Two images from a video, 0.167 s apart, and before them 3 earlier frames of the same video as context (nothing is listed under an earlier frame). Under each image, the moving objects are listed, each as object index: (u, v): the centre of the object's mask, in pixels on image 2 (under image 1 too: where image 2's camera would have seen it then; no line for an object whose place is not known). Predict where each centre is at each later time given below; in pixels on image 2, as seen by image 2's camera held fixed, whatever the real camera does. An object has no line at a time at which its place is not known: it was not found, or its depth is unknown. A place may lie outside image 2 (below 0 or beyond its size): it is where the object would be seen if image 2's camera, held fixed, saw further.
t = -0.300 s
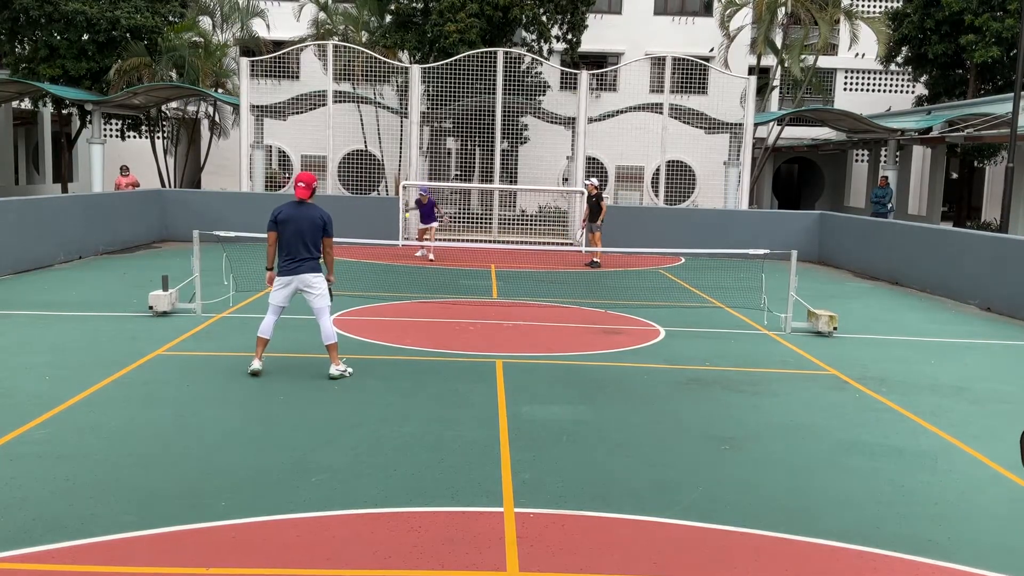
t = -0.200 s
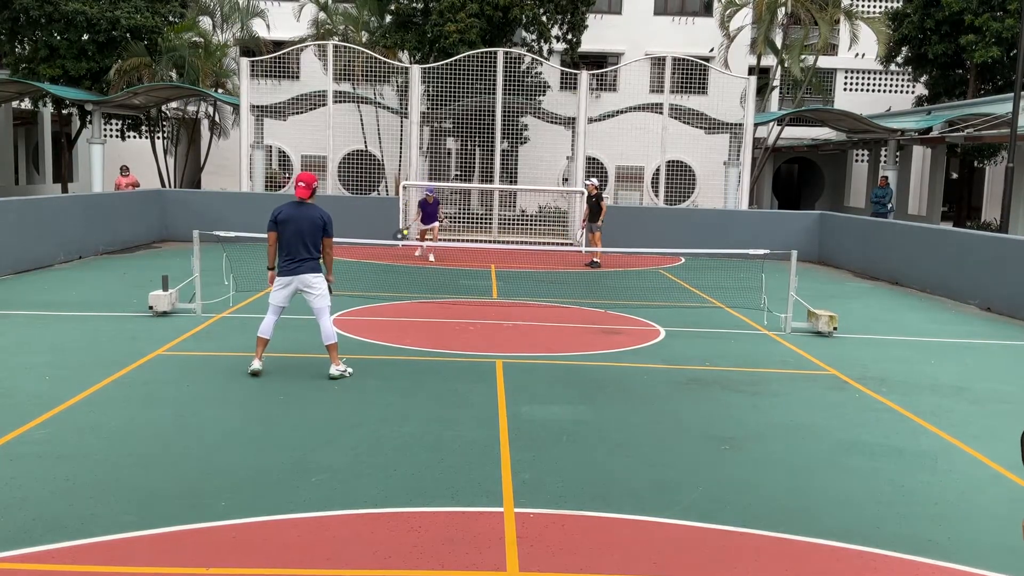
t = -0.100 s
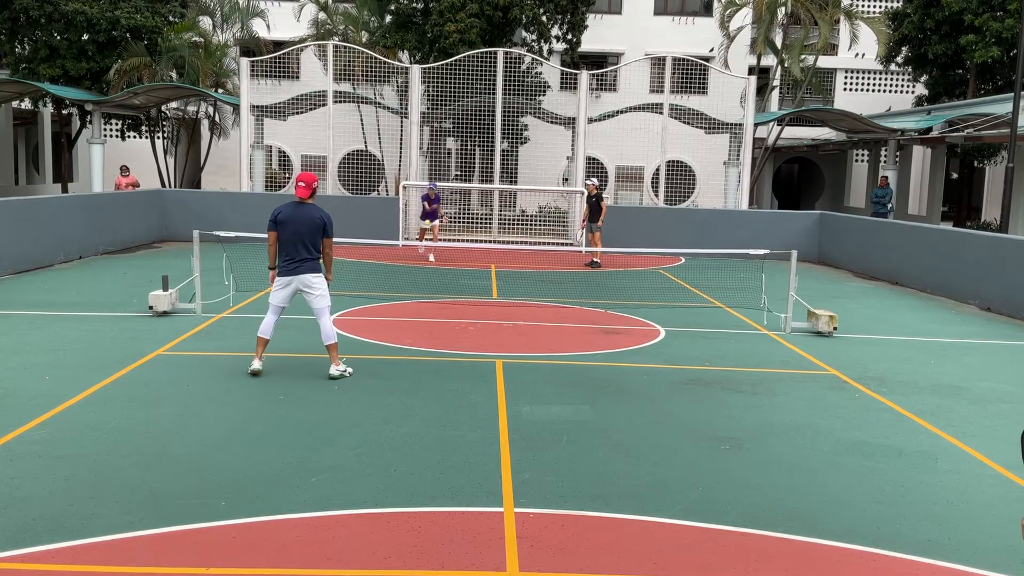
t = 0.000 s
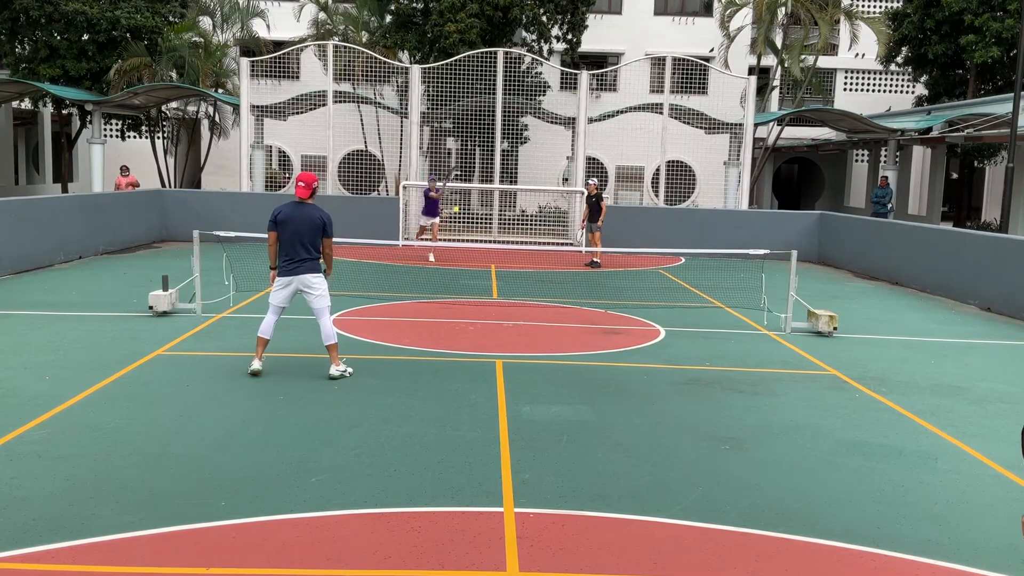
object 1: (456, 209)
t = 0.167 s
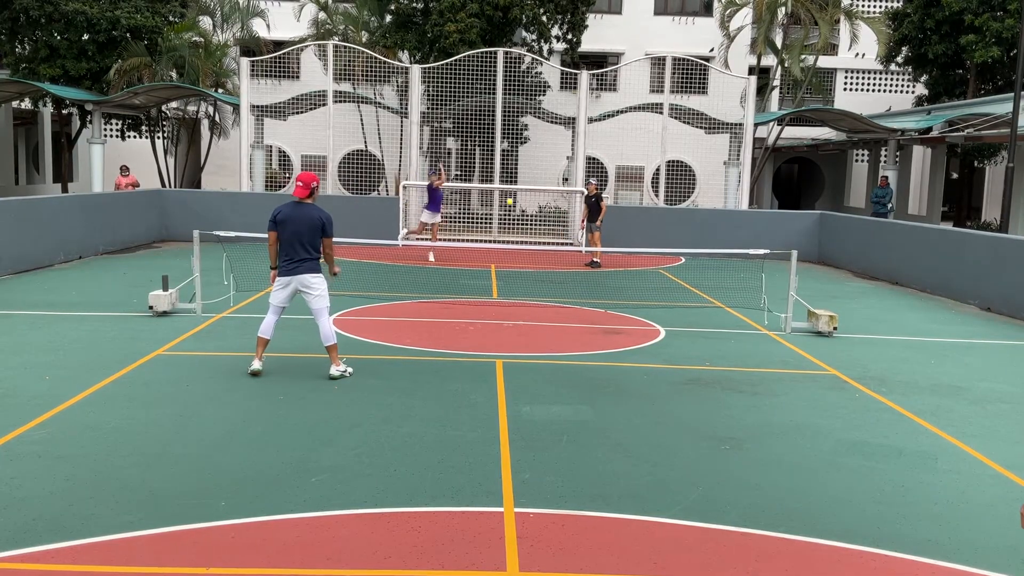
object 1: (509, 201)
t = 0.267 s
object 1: (546, 207)
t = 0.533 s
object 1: (674, 287)
